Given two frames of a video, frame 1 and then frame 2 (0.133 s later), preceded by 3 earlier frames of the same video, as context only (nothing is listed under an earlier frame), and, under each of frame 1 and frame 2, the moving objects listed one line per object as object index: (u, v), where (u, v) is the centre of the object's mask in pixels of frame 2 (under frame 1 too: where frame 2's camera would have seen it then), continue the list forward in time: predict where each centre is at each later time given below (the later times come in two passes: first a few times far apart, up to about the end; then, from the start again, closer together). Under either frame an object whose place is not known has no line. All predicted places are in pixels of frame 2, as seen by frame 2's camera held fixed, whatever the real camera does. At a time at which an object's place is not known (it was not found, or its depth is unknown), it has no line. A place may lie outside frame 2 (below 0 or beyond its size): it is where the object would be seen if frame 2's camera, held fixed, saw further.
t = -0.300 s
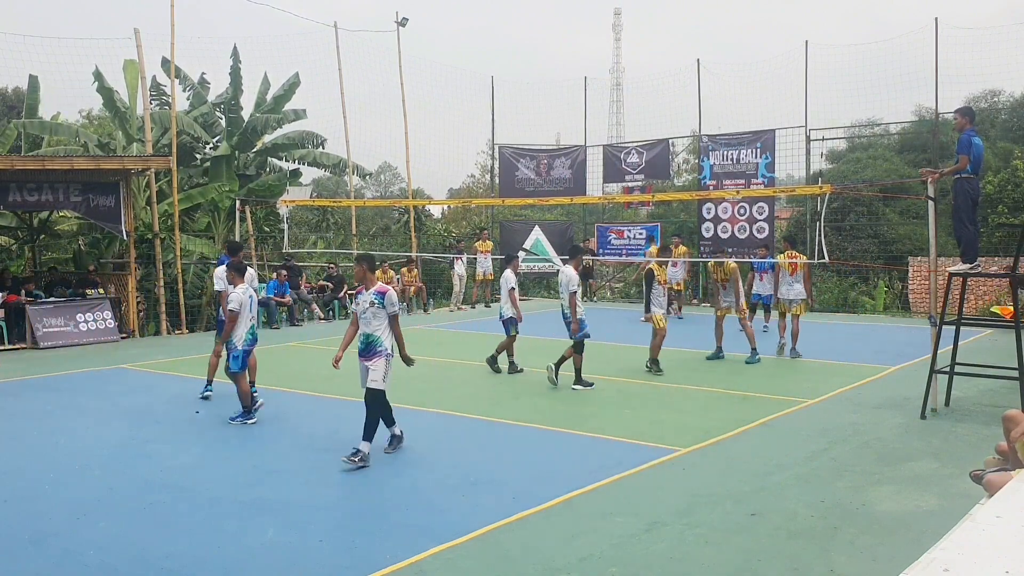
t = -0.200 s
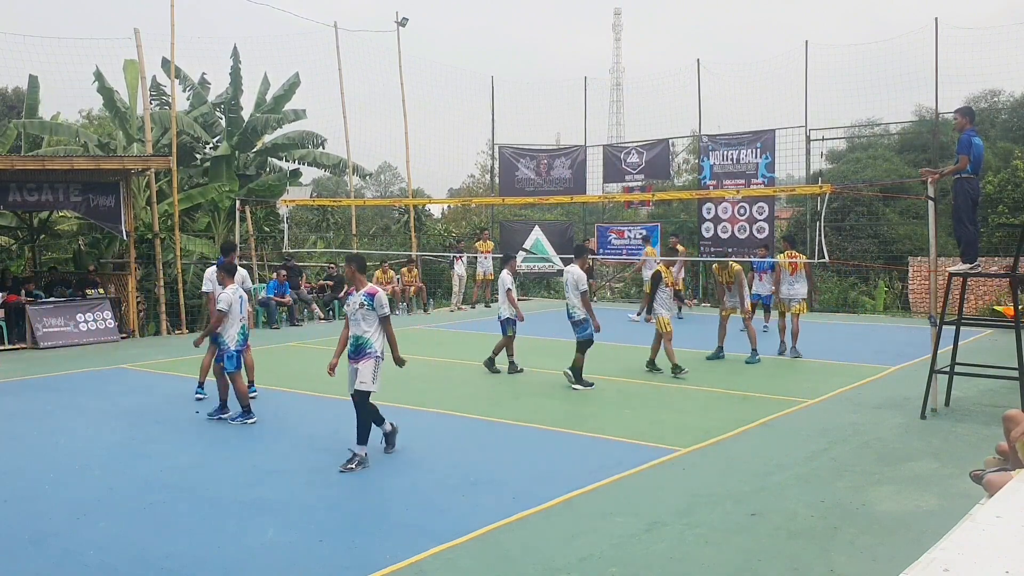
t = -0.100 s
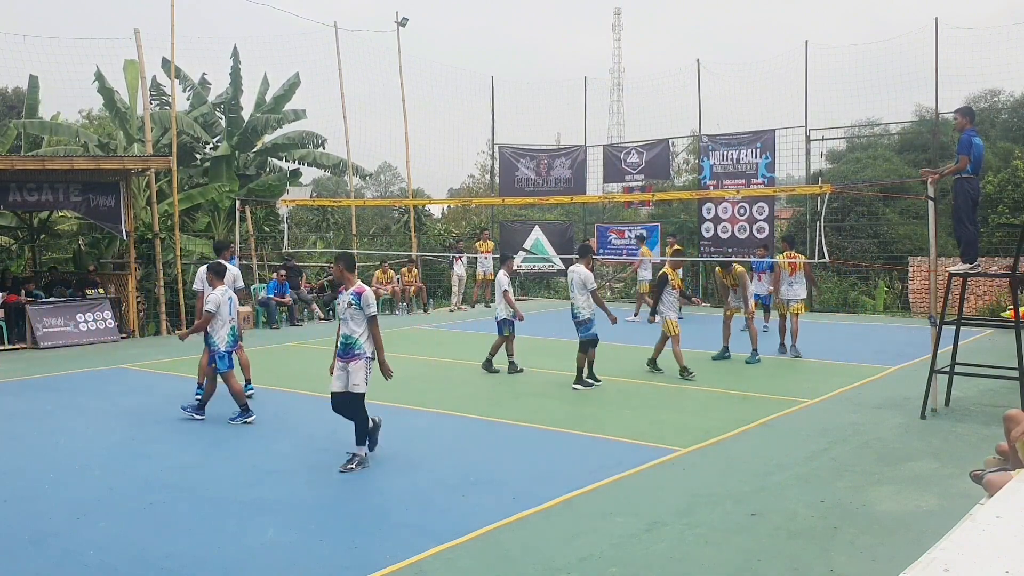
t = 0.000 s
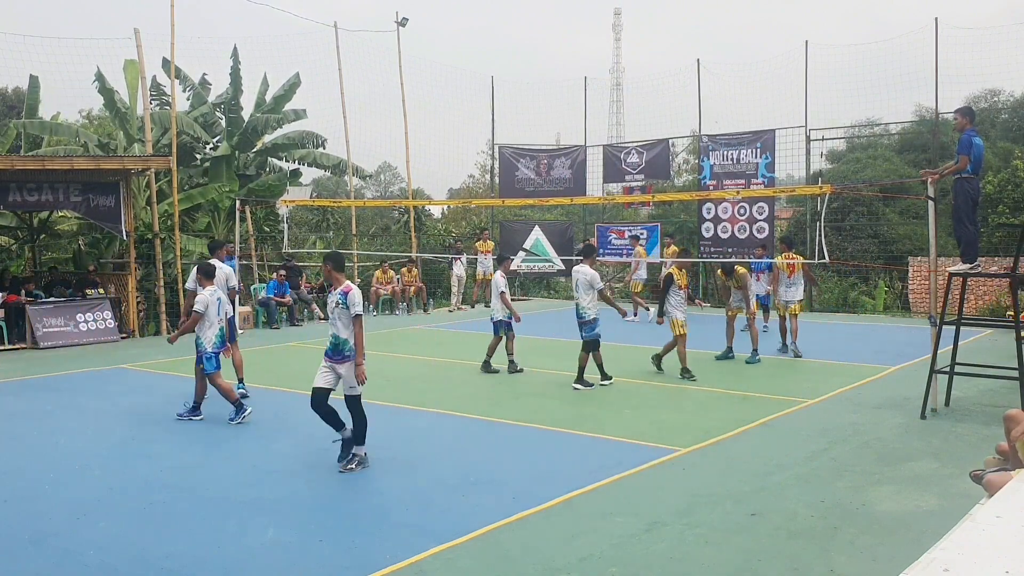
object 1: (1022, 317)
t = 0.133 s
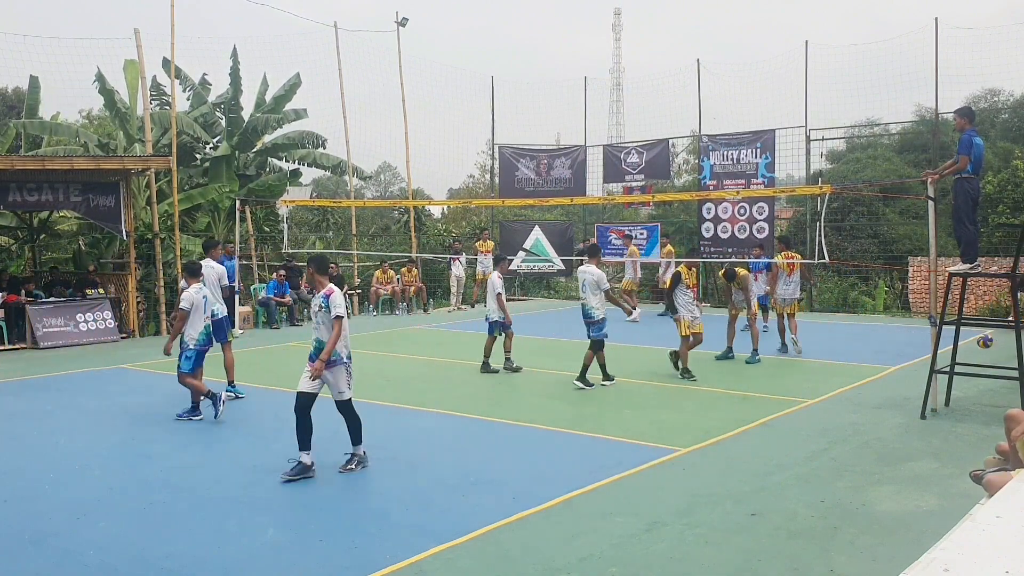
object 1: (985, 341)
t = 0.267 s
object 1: (944, 358)
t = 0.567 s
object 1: (867, 362)
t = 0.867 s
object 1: (784, 381)
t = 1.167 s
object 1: (689, 402)
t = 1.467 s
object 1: (579, 420)
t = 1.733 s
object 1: (468, 442)
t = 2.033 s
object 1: (318, 467)
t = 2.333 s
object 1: (134, 500)
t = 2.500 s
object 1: (15, 523)
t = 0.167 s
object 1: (974, 344)
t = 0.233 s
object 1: (954, 353)
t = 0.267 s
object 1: (944, 358)
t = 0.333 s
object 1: (923, 367)
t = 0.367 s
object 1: (916, 364)
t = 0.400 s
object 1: (908, 361)
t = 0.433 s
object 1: (900, 359)
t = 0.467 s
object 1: (892, 359)
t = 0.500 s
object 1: (884, 358)
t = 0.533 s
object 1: (875, 360)
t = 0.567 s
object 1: (867, 362)
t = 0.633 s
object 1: (849, 368)
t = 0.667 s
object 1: (840, 373)
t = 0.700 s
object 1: (831, 379)
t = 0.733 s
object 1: (822, 386)
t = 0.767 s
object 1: (813, 386)
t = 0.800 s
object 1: (803, 383)
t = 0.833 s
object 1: (793, 382)
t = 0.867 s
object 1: (784, 381)
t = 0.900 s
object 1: (774, 382)
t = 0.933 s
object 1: (764, 383)
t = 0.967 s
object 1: (753, 385)
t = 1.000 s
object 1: (743, 389)
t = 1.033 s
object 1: (732, 395)
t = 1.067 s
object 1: (721, 400)
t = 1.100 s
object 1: (711, 406)
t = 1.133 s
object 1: (699, 403)
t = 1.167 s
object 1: (689, 402)
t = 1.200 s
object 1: (677, 401)
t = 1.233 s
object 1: (665, 402)
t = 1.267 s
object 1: (654, 405)
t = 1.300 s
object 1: (642, 407)
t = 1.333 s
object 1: (630, 412)
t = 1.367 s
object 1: (618, 418)
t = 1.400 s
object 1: (606, 424)
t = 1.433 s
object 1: (592, 421)
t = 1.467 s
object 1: (579, 420)
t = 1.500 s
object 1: (566, 420)
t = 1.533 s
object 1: (553, 422)
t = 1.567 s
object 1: (539, 424)
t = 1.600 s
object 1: (526, 428)
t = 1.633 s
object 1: (512, 434)
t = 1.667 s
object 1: (498, 440)
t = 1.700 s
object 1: (483, 443)
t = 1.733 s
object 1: (468, 442)
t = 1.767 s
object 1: (453, 443)
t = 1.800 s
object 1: (437, 445)
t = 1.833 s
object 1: (421, 448)
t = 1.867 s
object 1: (405, 453)
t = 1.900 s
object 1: (389, 460)
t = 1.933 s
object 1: (372, 466)
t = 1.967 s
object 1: (354, 465)
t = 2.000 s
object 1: (336, 466)
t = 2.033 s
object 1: (318, 467)
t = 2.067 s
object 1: (299, 471)
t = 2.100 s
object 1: (280, 476)
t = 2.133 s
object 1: (261, 482)
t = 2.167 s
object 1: (241, 491)
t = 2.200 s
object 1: (220, 491)
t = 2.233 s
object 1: (199, 491)
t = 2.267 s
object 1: (178, 492)
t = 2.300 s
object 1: (157, 495)
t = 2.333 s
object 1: (134, 500)
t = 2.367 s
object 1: (111, 507)
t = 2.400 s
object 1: (88, 515)
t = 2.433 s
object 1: (64, 523)
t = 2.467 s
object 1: (39, 523)
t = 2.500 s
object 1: (15, 523)
